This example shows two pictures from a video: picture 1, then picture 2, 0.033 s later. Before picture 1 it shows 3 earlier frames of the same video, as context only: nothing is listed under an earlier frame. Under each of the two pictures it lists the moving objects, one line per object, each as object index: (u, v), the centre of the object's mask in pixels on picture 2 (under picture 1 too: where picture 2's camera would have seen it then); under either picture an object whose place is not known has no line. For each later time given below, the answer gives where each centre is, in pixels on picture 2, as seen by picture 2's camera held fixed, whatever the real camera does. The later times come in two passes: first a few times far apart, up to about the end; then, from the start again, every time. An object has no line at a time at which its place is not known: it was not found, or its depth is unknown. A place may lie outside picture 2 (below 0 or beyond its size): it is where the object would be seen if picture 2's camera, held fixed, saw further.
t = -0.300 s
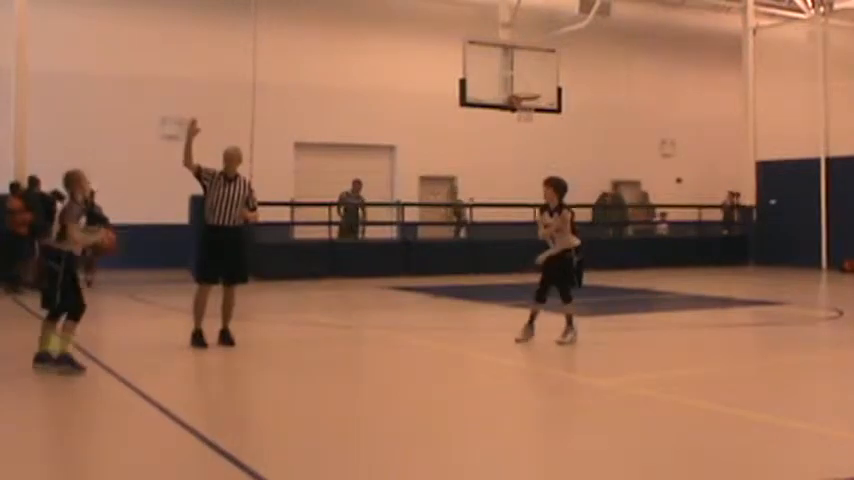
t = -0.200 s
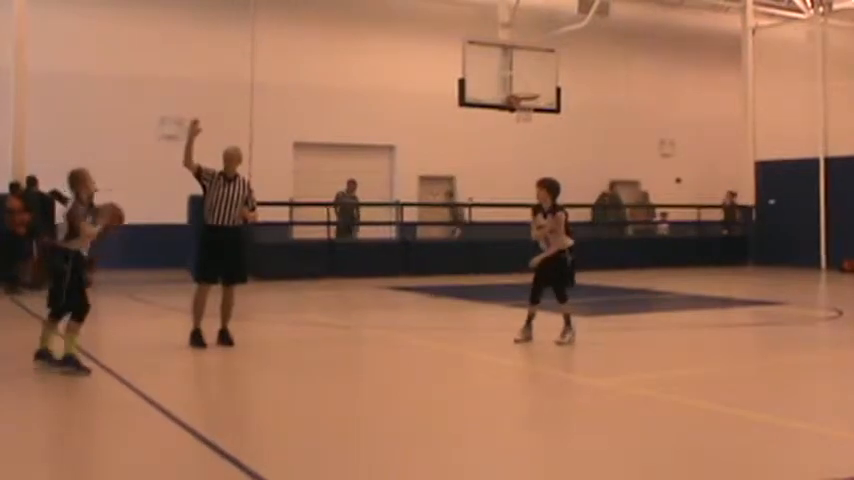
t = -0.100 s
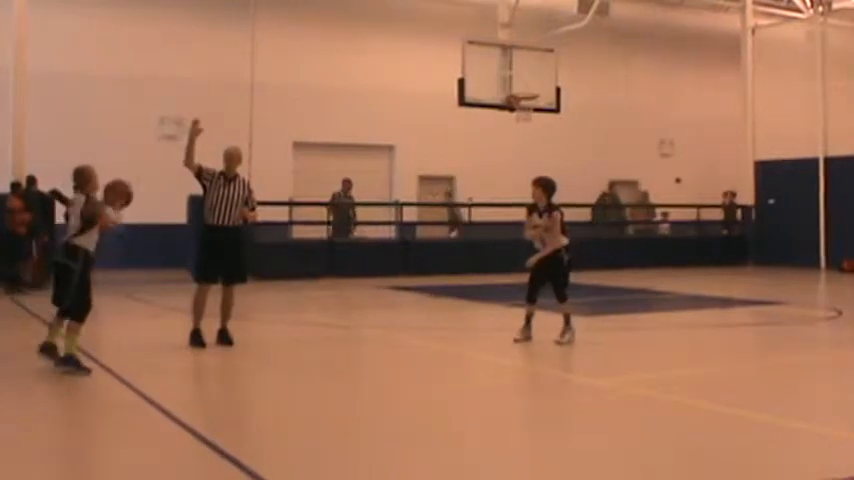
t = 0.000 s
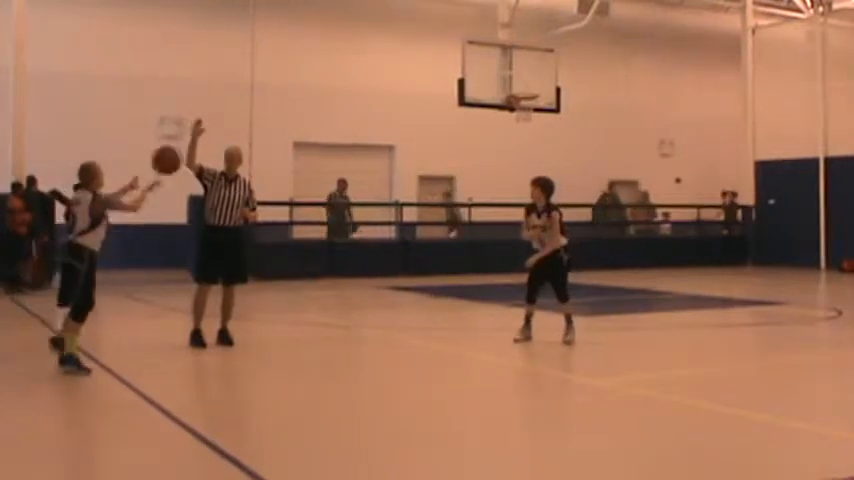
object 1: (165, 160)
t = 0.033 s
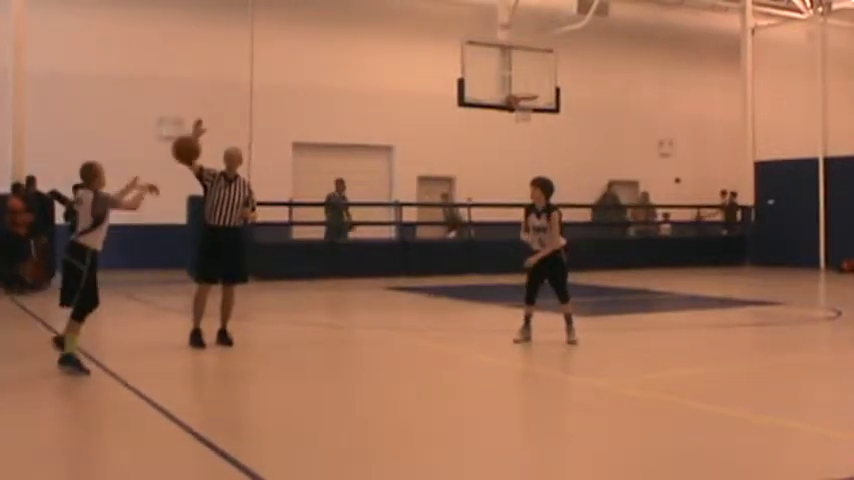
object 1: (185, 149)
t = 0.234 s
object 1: (301, 117)
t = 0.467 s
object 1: (417, 140)
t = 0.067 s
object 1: (206, 140)
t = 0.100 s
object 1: (225, 132)
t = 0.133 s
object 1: (245, 126)
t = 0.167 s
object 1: (263, 122)
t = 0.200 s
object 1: (282, 119)
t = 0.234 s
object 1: (301, 117)
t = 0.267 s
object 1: (318, 117)
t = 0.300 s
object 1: (336, 118)
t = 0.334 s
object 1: (353, 120)
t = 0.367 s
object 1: (370, 123)
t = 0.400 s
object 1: (386, 128)
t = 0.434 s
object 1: (402, 133)
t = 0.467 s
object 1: (417, 140)
